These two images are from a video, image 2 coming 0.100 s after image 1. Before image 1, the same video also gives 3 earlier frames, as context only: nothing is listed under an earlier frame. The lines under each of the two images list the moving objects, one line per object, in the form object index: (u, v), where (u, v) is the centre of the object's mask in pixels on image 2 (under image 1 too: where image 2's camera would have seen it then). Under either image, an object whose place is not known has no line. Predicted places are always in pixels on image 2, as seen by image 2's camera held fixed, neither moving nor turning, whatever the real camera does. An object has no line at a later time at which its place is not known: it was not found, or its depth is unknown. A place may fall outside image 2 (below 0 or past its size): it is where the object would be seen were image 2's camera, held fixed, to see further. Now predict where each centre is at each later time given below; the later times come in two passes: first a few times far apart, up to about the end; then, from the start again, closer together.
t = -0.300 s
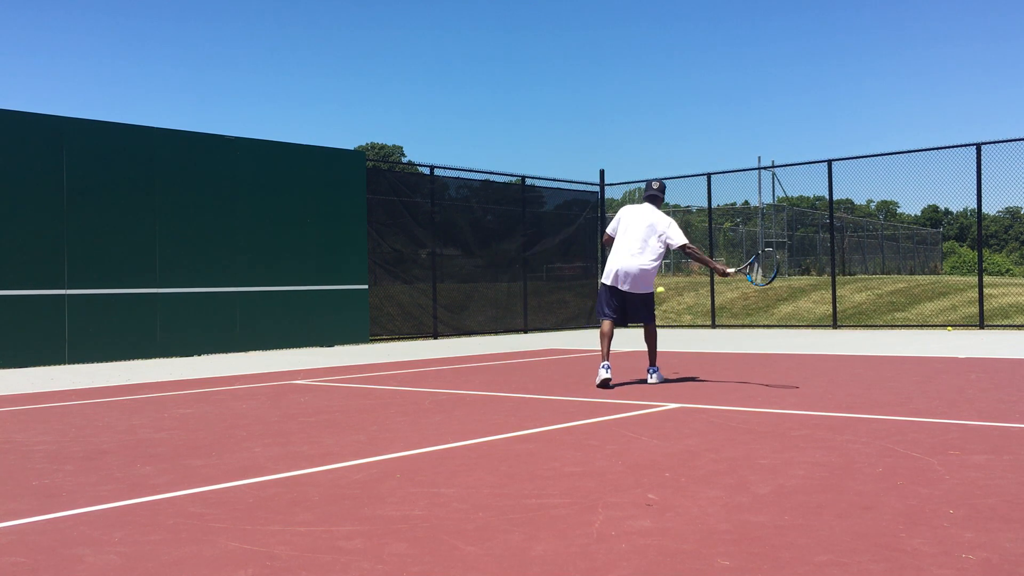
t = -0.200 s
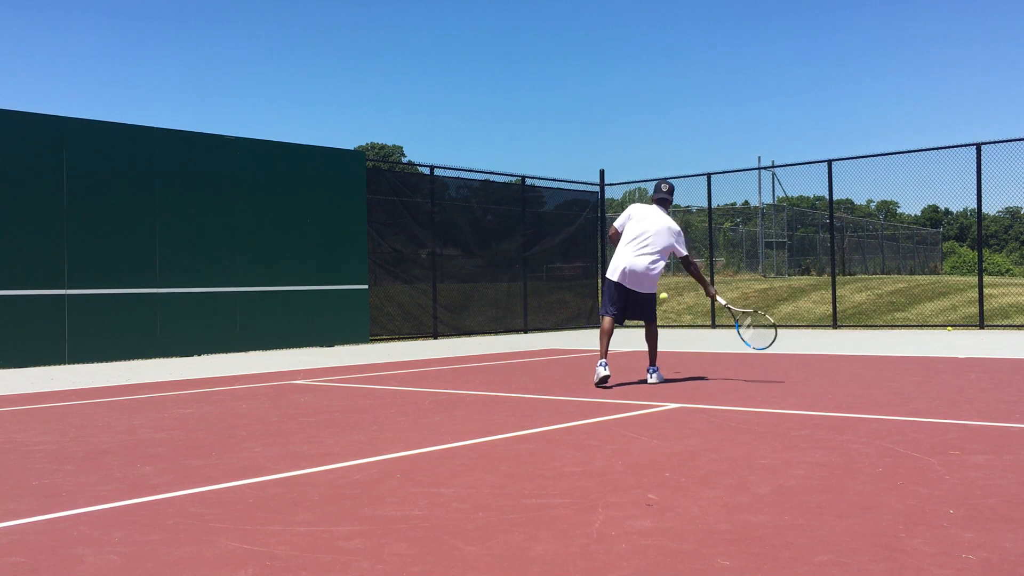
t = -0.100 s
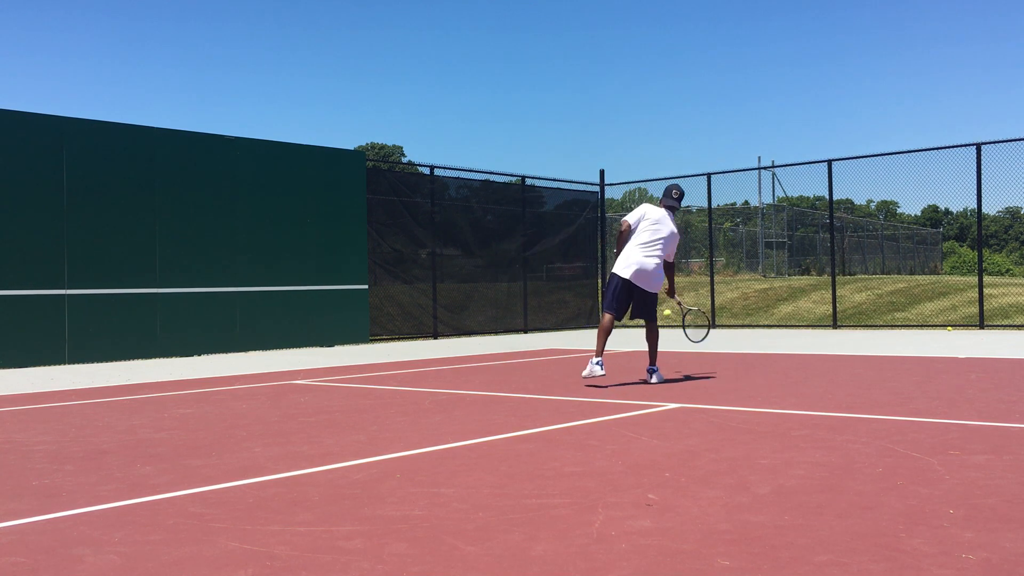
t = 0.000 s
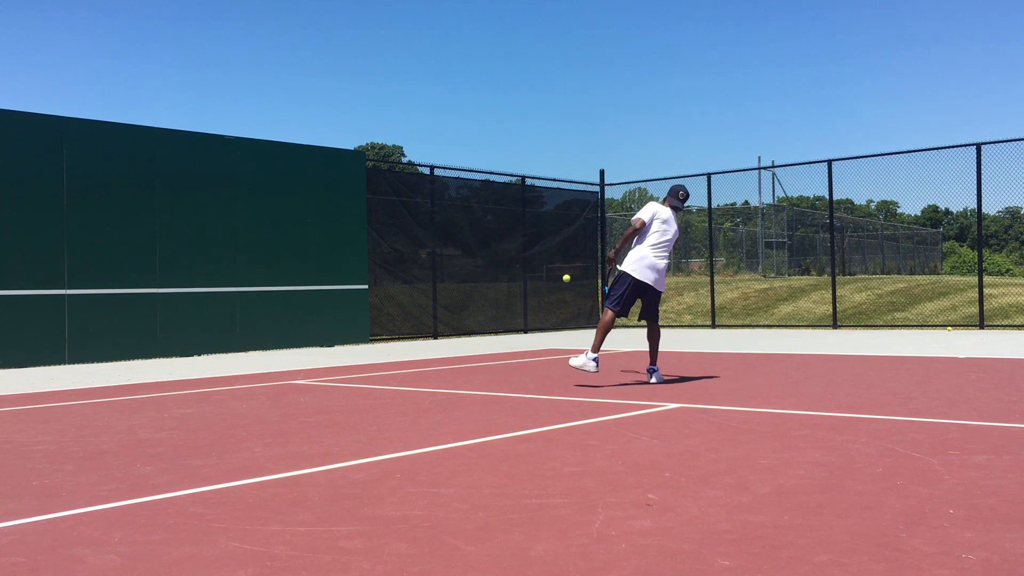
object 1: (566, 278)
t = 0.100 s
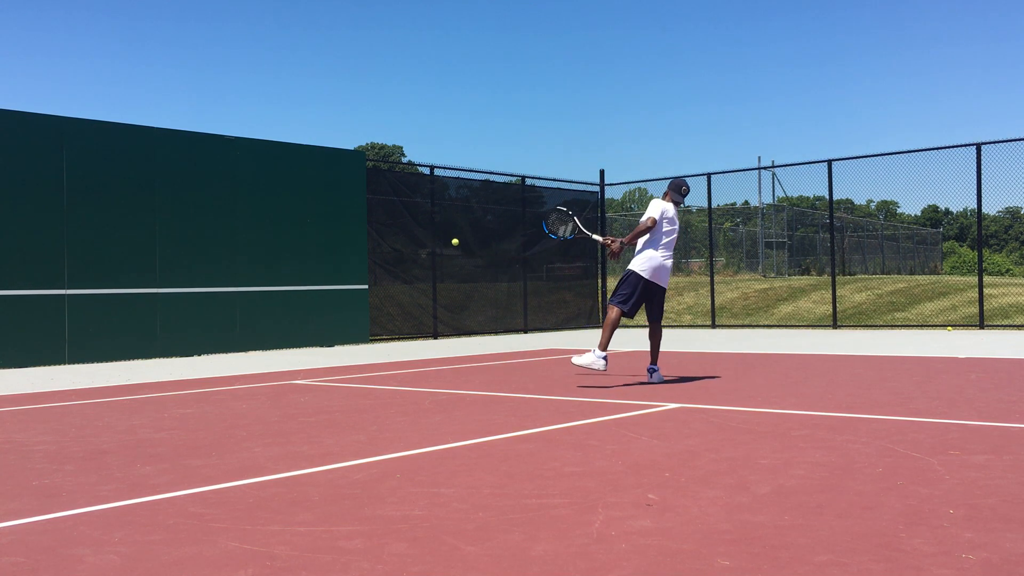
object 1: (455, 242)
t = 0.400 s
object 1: (225, 212)
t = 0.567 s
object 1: (218, 213)
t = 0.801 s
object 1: (292, 239)
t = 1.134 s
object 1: (419, 363)
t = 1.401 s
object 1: (481, 278)
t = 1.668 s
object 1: (552, 262)
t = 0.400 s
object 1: (225, 212)
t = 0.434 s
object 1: (208, 213)
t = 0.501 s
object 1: (199, 213)
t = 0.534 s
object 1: (209, 213)
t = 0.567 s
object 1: (218, 213)
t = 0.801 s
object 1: (292, 239)
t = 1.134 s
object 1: (419, 363)
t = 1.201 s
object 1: (433, 335)
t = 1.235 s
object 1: (441, 324)
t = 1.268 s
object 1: (449, 312)
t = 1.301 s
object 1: (456, 302)
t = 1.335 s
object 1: (464, 293)
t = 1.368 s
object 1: (472, 285)
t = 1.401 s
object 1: (481, 278)
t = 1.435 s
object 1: (489, 271)
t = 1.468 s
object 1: (498, 267)
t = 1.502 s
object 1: (506, 263)
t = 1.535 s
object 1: (515, 260)
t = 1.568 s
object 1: (524, 259)
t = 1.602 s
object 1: (533, 259)
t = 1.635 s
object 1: (543, 260)
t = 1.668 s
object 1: (552, 262)
